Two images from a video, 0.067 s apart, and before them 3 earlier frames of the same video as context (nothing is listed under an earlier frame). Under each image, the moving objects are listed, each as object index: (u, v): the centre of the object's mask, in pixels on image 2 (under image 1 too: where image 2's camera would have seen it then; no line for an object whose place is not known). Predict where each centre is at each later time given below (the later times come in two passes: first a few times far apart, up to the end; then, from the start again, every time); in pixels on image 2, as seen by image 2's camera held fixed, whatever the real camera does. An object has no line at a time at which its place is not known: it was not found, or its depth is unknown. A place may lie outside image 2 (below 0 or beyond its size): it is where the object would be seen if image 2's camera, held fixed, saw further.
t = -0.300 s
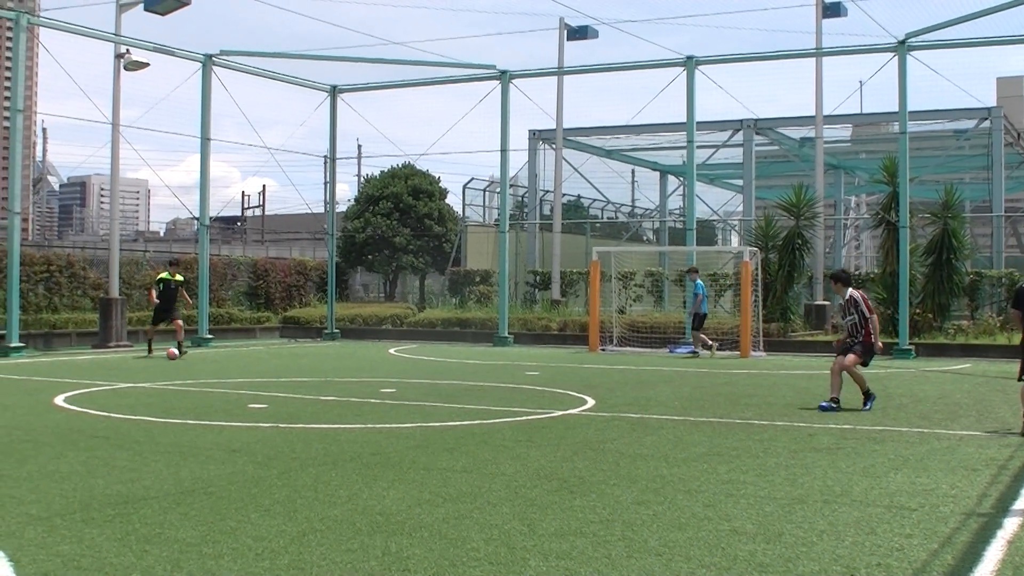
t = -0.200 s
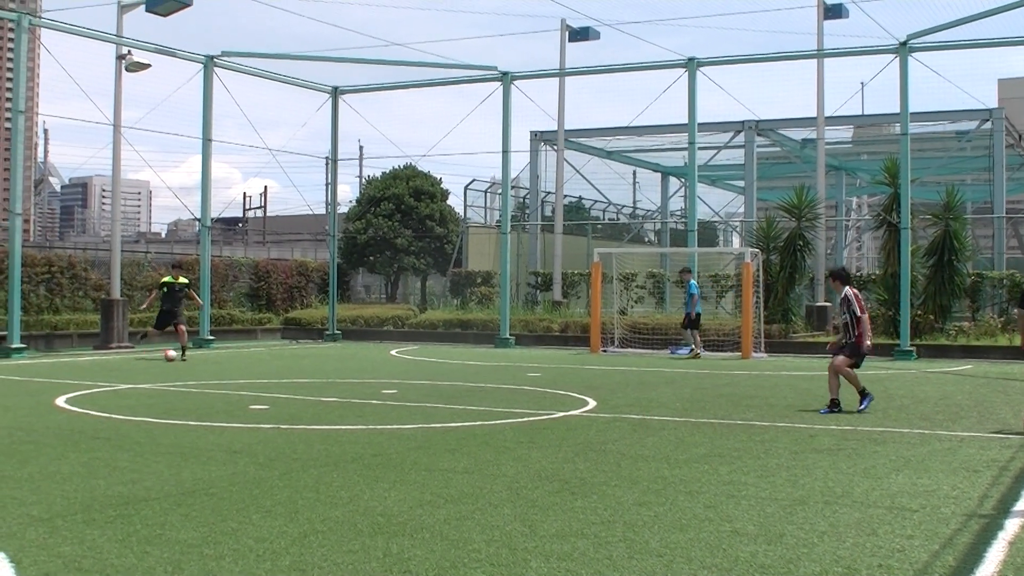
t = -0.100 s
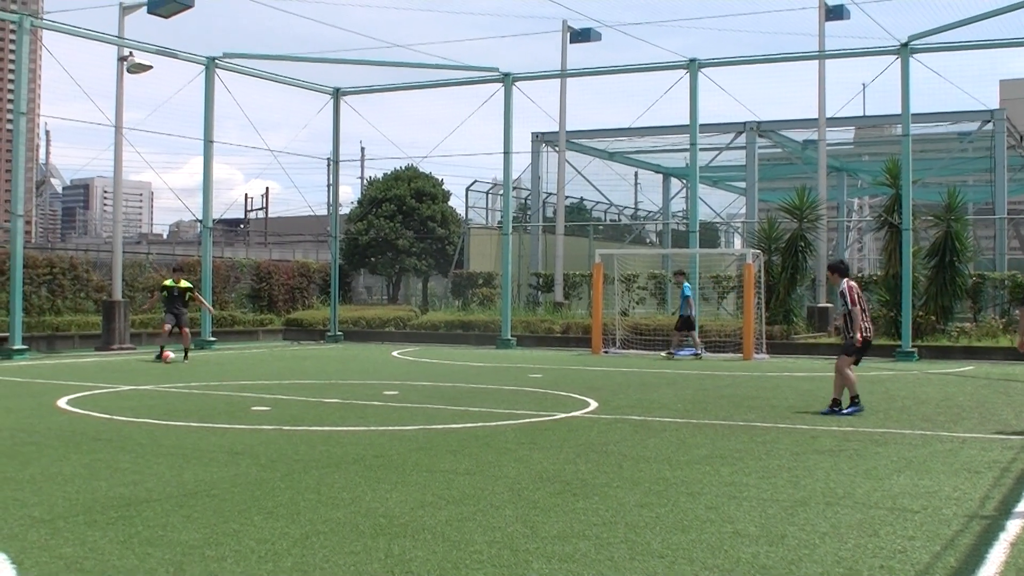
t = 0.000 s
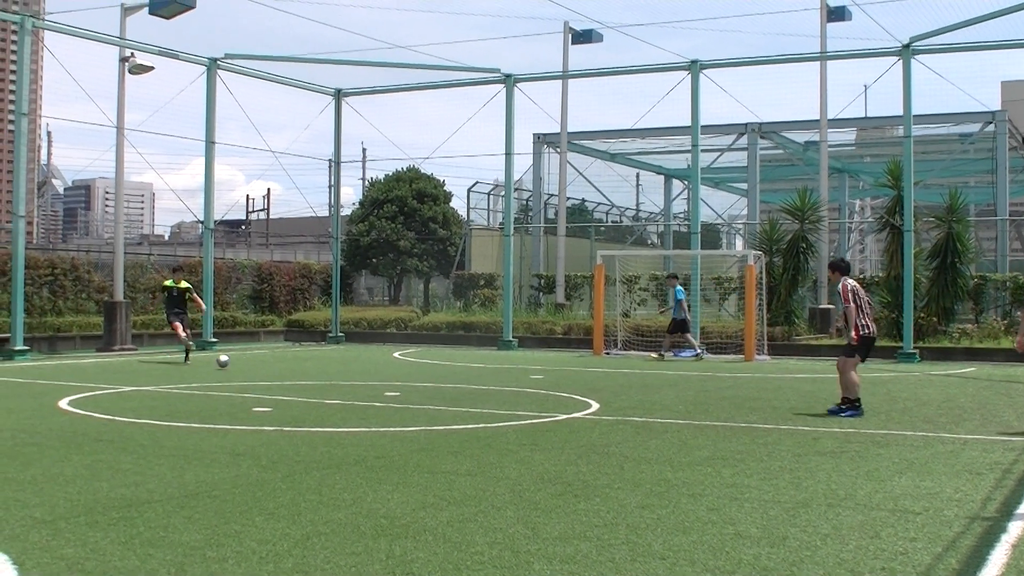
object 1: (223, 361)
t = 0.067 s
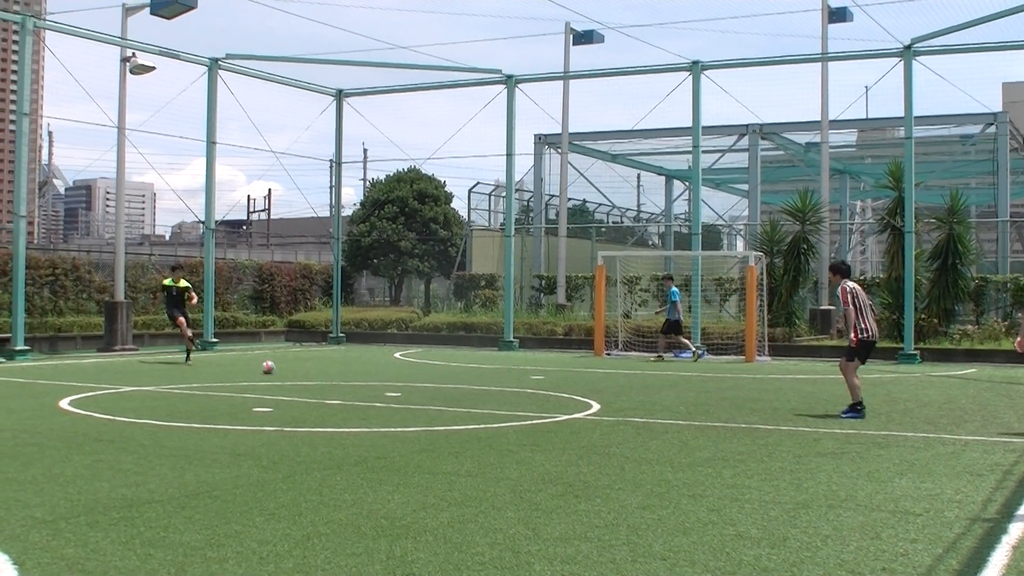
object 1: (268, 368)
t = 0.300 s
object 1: (434, 380)
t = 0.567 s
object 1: (633, 392)
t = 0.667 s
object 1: (710, 397)
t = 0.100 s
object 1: (290, 369)
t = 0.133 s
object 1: (313, 371)
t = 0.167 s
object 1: (337, 373)
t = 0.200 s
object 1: (361, 375)
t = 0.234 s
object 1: (384, 375)
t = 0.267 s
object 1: (408, 378)
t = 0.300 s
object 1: (434, 380)
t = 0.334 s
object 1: (457, 382)
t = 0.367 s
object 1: (482, 383)
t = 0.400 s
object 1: (507, 385)
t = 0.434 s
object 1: (532, 386)
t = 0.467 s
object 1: (558, 387)
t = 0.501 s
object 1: (583, 389)
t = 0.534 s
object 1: (608, 391)
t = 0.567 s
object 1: (633, 392)
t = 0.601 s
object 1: (659, 395)
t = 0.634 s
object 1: (684, 396)
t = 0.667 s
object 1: (710, 397)
